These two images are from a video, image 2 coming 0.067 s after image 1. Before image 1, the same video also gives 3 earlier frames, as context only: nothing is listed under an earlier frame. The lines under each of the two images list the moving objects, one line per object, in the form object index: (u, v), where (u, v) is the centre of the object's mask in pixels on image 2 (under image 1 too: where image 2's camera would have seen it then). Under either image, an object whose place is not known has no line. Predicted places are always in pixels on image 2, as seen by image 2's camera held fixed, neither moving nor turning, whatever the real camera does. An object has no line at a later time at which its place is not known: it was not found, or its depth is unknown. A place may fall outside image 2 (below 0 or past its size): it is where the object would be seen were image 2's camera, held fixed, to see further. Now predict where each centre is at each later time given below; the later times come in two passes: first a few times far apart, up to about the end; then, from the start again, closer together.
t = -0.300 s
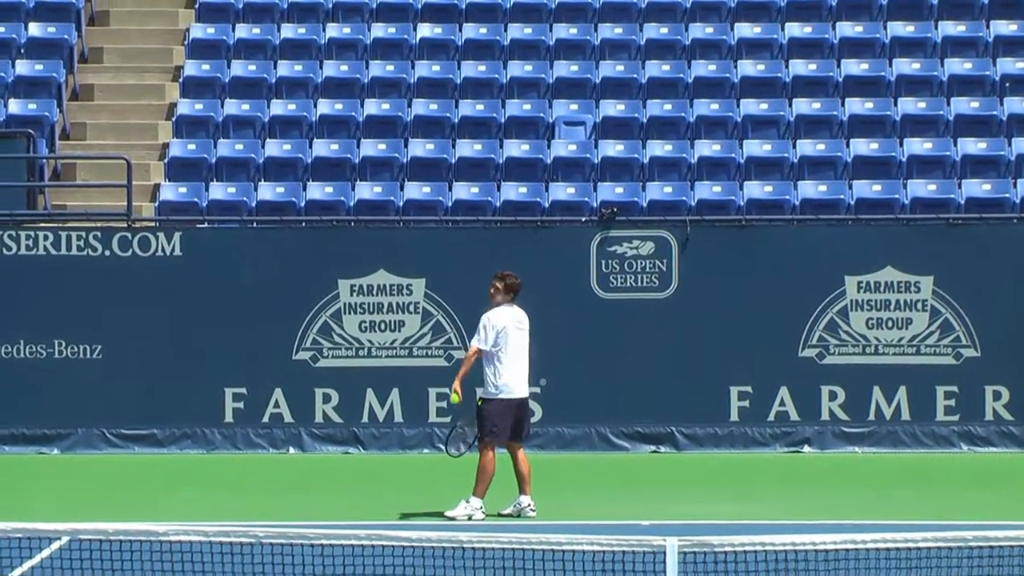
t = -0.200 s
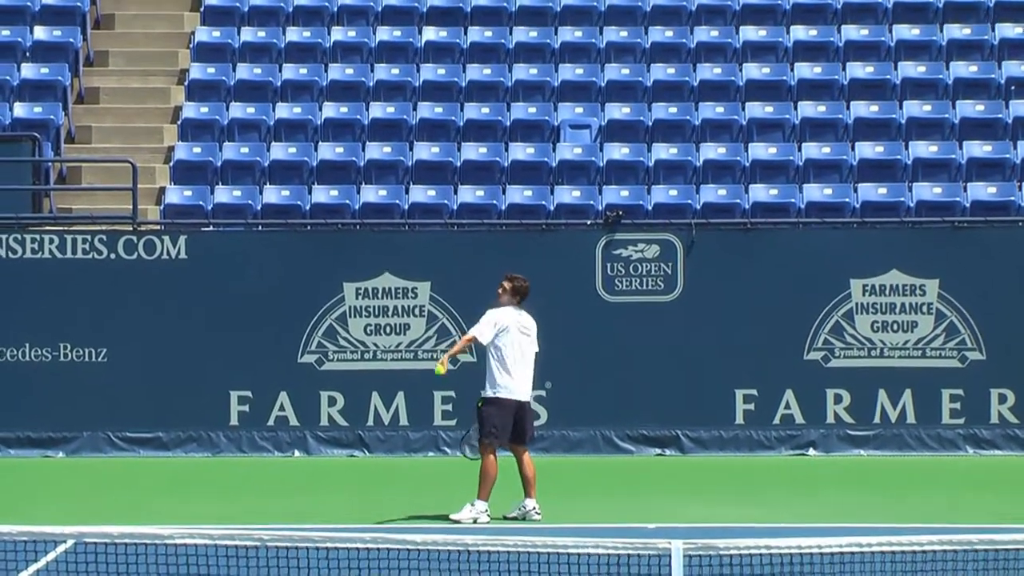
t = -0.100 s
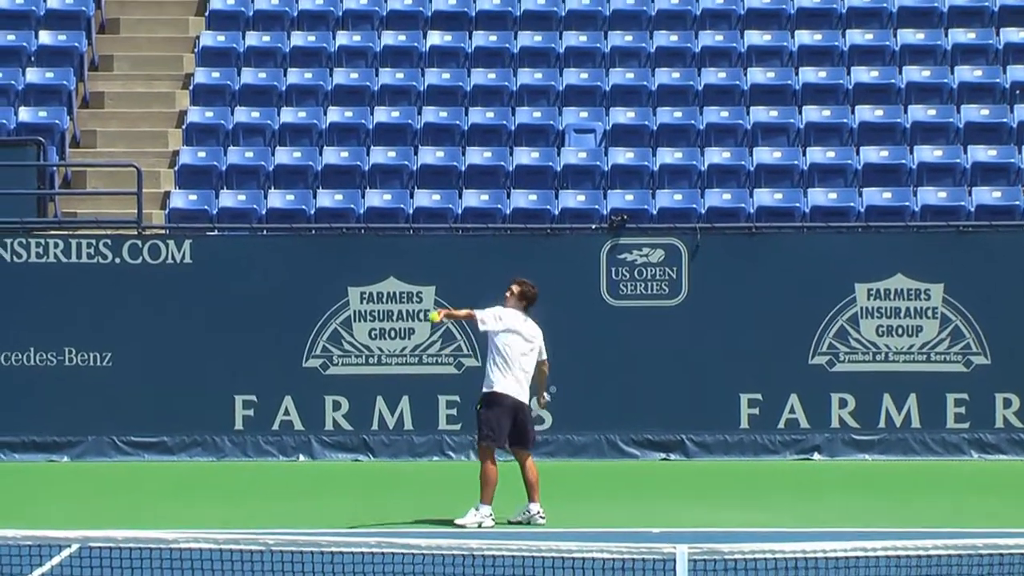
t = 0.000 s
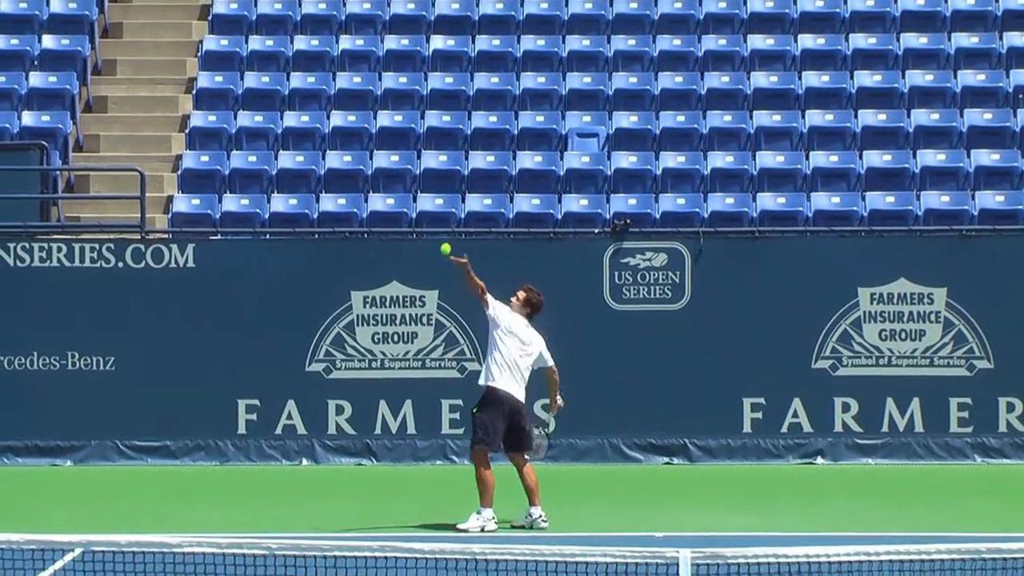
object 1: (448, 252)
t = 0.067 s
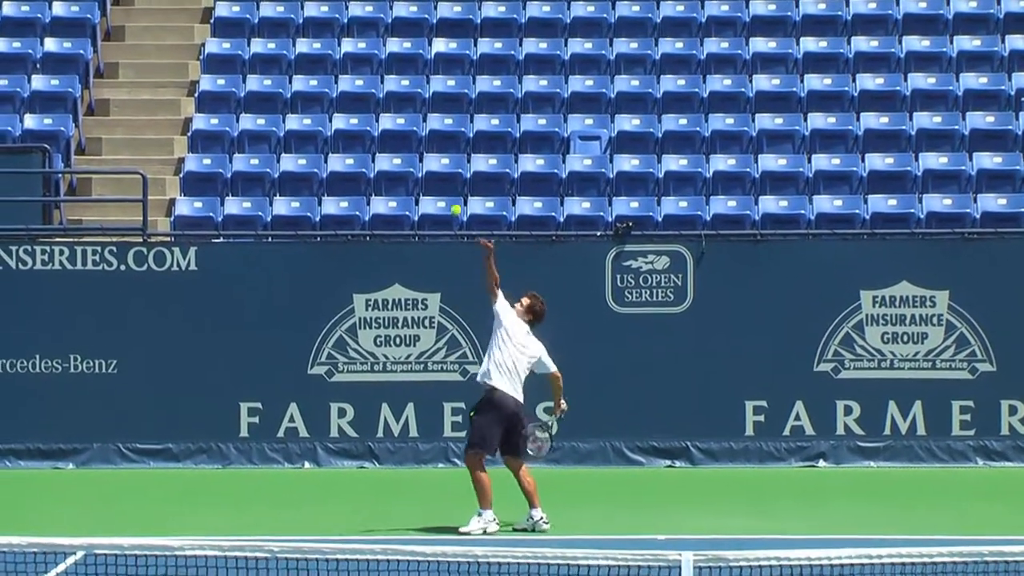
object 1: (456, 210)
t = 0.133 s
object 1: (463, 174)
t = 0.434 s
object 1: (498, 94)
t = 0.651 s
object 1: (522, 110)
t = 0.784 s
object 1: (538, 150)
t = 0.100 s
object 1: (459, 191)
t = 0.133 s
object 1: (463, 174)
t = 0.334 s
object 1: (486, 107)
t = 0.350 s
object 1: (488, 104)
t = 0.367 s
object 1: (490, 101)
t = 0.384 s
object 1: (492, 98)
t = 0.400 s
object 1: (494, 96)
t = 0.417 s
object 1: (496, 95)
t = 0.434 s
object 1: (498, 94)
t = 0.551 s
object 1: (511, 95)
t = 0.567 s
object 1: (513, 96)
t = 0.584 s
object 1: (515, 98)
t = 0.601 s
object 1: (517, 101)
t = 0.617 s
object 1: (518, 103)
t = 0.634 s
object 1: (521, 107)
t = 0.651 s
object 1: (522, 110)
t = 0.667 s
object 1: (524, 113)
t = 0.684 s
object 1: (526, 117)
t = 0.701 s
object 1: (528, 122)
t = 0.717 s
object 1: (530, 127)
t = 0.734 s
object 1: (532, 133)
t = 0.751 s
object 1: (534, 139)
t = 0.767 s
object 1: (536, 145)
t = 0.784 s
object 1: (538, 150)
